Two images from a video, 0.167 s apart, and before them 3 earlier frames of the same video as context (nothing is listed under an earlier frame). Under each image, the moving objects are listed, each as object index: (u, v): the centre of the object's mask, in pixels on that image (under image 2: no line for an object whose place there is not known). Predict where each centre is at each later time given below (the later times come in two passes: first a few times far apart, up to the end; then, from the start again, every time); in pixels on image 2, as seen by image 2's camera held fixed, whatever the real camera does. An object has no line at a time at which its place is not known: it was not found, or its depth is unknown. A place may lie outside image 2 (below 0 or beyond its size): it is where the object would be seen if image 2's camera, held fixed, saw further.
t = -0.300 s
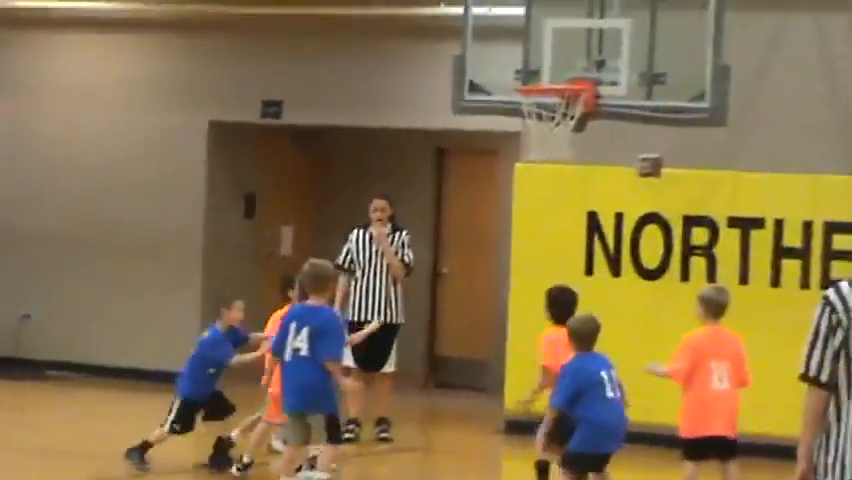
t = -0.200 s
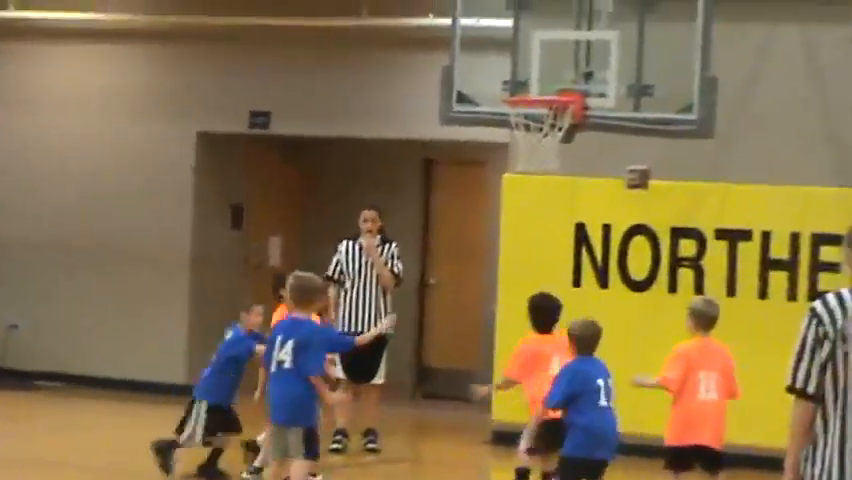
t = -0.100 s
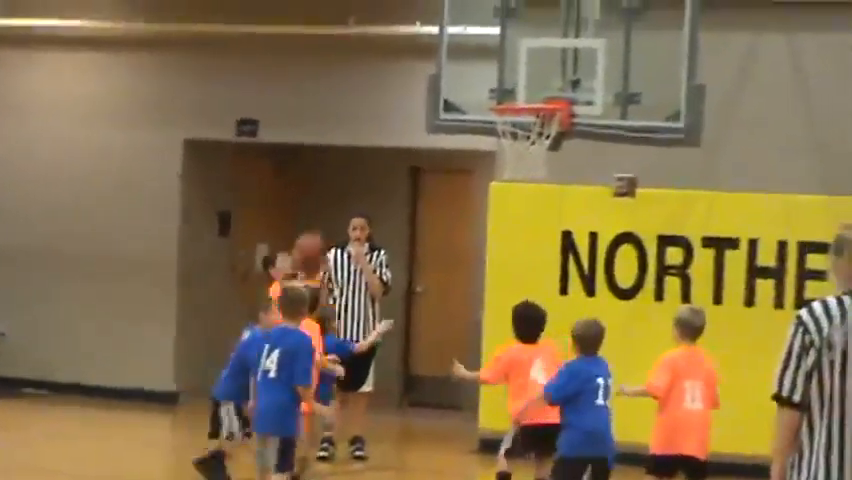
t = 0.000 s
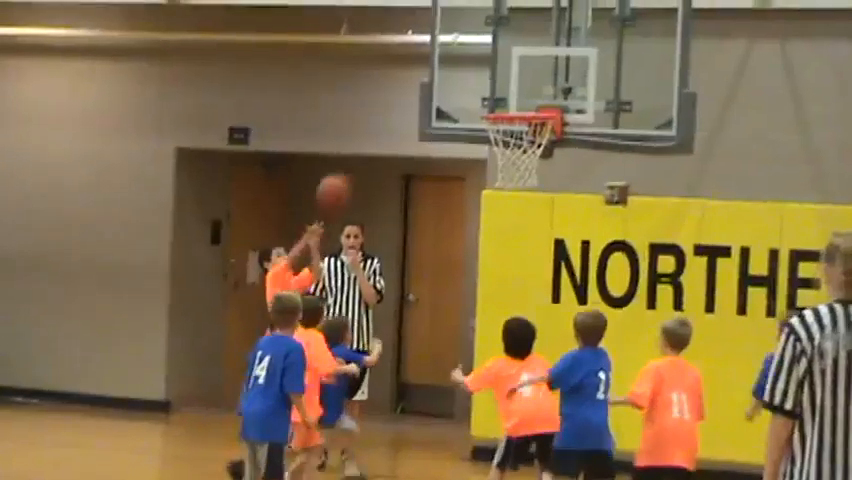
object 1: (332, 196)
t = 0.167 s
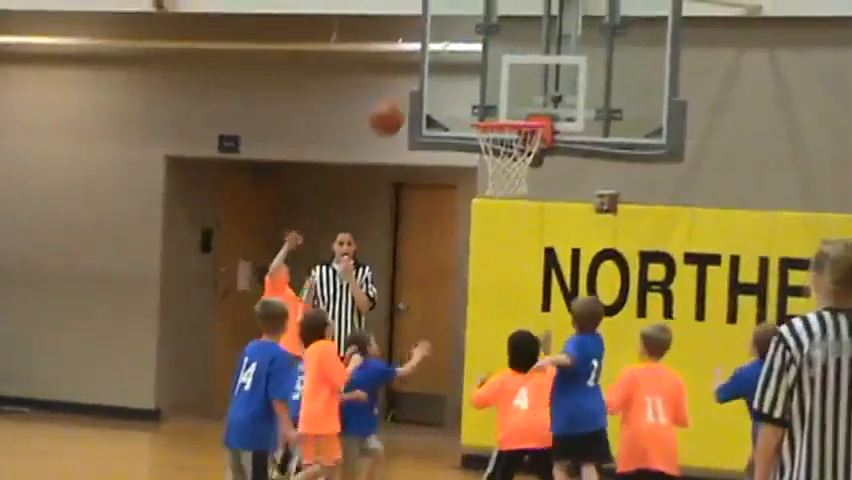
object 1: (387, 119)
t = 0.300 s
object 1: (436, 83)
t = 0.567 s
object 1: (531, 97)
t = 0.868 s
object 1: (557, 82)
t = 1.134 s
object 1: (566, 166)
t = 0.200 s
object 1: (400, 108)
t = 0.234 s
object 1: (411, 96)
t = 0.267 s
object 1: (423, 90)
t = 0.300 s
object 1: (436, 83)
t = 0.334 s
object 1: (446, 78)
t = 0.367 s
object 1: (459, 75)
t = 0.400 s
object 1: (471, 74)
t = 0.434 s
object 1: (485, 76)
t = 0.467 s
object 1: (496, 77)
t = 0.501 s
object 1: (508, 83)
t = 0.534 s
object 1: (519, 88)
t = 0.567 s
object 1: (531, 97)
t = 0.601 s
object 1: (543, 104)
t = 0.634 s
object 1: (546, 99)
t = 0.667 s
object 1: (548, 91)
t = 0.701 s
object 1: (550, 86)
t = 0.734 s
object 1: (552, 82)
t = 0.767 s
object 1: (553, 81)
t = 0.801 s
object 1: (554, 80)
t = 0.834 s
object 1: (556, 80)
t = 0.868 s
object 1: (557, 82)
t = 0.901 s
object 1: (558, 85)
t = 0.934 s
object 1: (559, 89)
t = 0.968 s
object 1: (560, 98)
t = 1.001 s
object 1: (563, 107)
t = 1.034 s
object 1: (563, 119)
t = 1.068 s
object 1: (565, 135)
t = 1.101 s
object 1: (564, 150)
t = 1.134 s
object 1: (566, 166)
